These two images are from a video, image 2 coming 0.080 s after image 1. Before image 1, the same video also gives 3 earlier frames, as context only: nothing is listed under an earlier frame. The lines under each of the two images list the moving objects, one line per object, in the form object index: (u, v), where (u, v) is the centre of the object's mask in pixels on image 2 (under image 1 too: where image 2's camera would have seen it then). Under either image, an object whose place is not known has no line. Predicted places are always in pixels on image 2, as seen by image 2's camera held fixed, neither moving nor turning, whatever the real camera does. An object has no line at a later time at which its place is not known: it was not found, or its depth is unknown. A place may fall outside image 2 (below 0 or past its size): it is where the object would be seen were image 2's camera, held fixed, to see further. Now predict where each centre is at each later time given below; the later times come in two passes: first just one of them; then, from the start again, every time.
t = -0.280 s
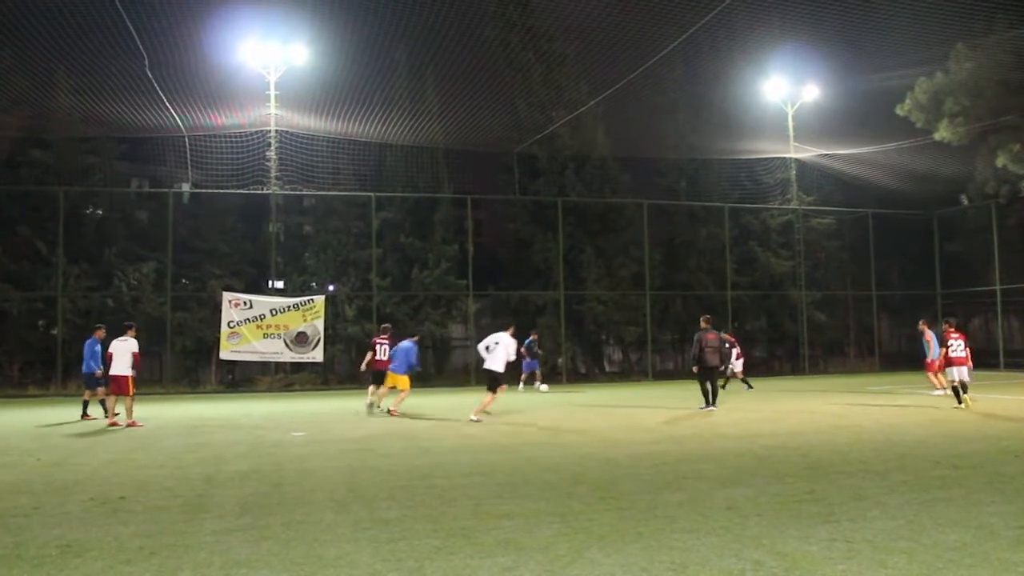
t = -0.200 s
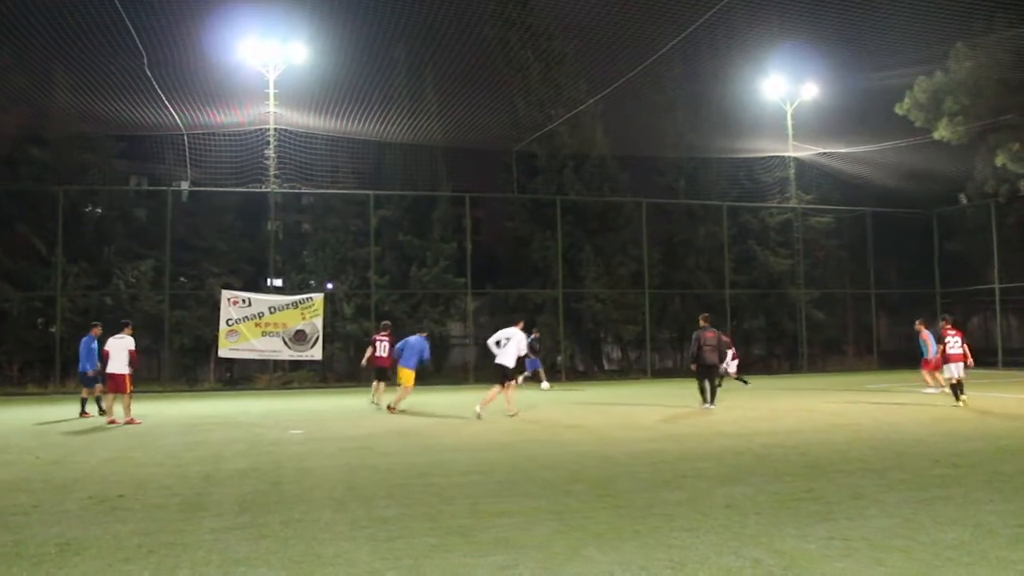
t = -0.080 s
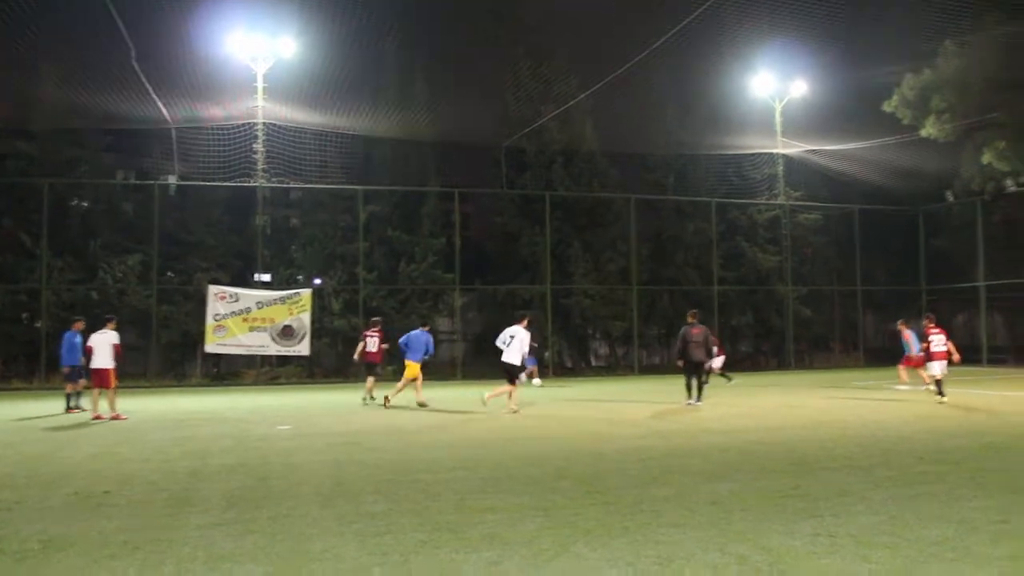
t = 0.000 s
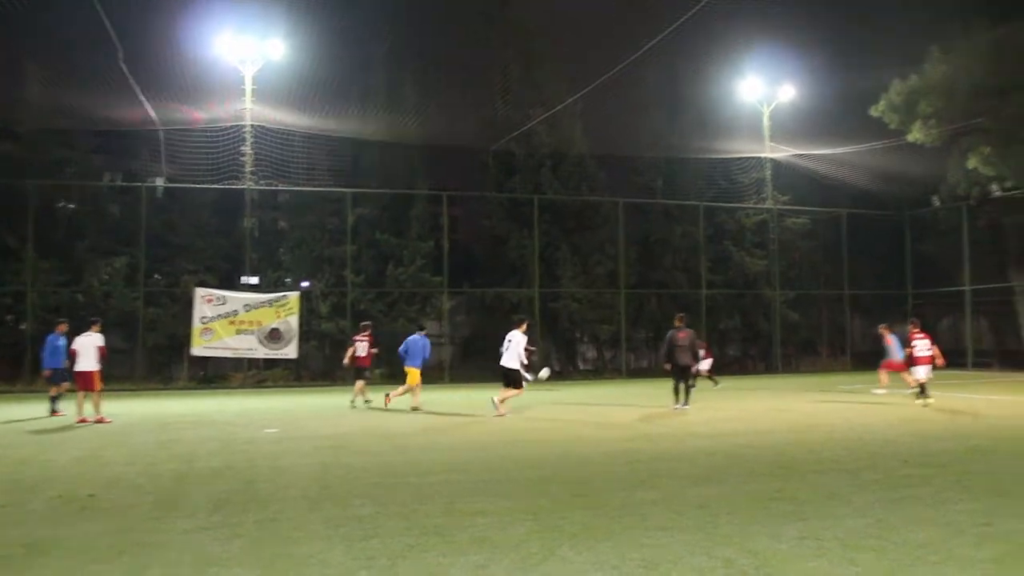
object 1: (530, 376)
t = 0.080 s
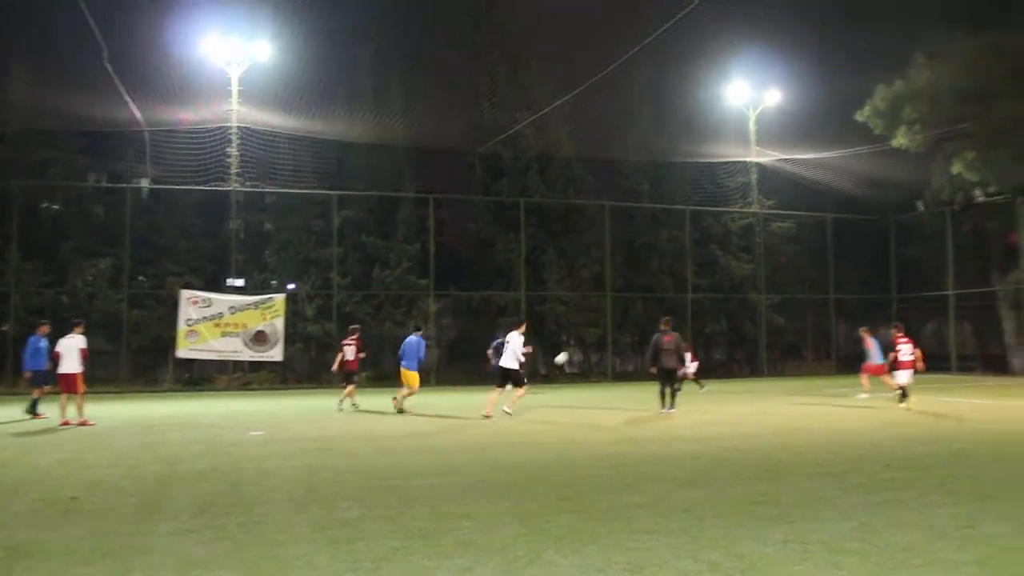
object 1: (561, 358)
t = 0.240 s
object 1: (623, 323)
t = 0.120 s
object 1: (576, 349)
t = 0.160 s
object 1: (592, 340)
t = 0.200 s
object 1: (607, 331)
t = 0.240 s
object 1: (623, 323)
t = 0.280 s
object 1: (639, 315)
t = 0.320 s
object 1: (656, 308)
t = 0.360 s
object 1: (674, 301)
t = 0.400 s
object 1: (692, 294)
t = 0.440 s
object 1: (710, 287)
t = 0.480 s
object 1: (729, 281)
